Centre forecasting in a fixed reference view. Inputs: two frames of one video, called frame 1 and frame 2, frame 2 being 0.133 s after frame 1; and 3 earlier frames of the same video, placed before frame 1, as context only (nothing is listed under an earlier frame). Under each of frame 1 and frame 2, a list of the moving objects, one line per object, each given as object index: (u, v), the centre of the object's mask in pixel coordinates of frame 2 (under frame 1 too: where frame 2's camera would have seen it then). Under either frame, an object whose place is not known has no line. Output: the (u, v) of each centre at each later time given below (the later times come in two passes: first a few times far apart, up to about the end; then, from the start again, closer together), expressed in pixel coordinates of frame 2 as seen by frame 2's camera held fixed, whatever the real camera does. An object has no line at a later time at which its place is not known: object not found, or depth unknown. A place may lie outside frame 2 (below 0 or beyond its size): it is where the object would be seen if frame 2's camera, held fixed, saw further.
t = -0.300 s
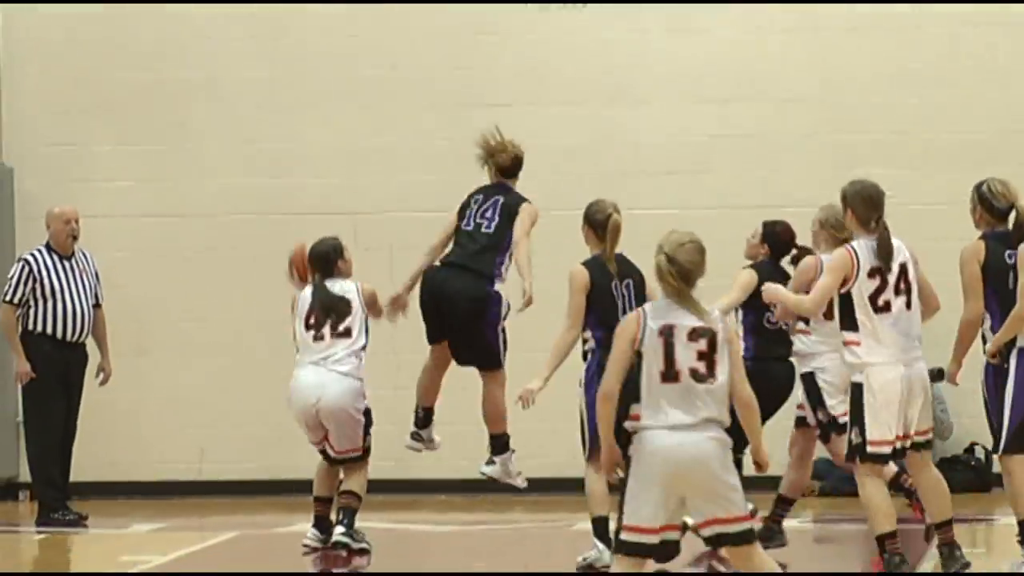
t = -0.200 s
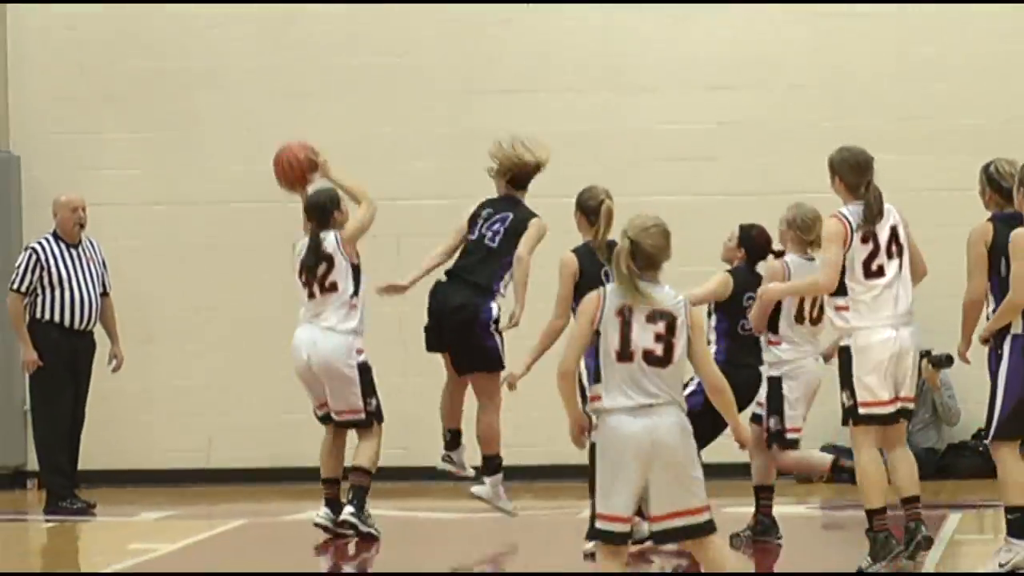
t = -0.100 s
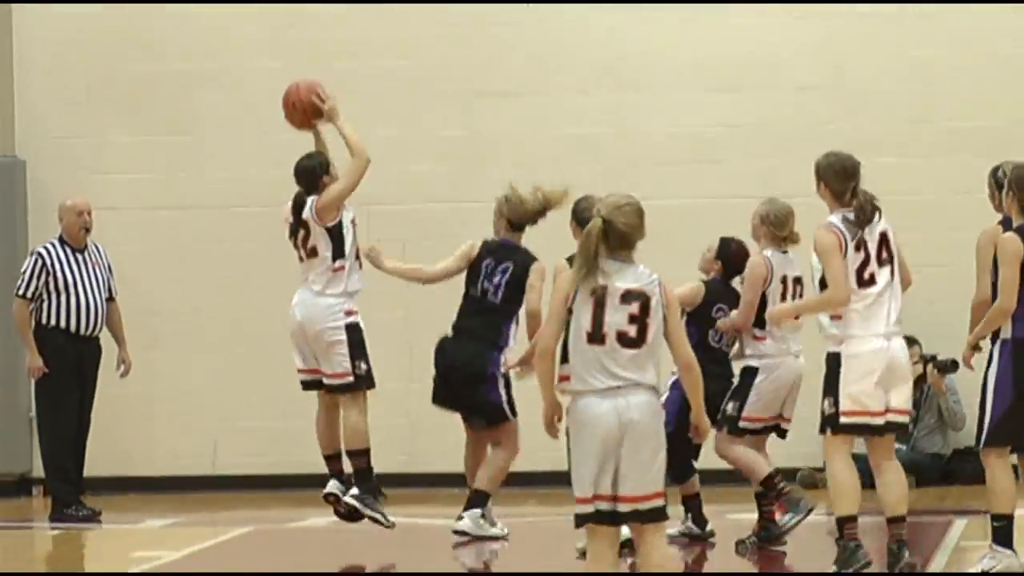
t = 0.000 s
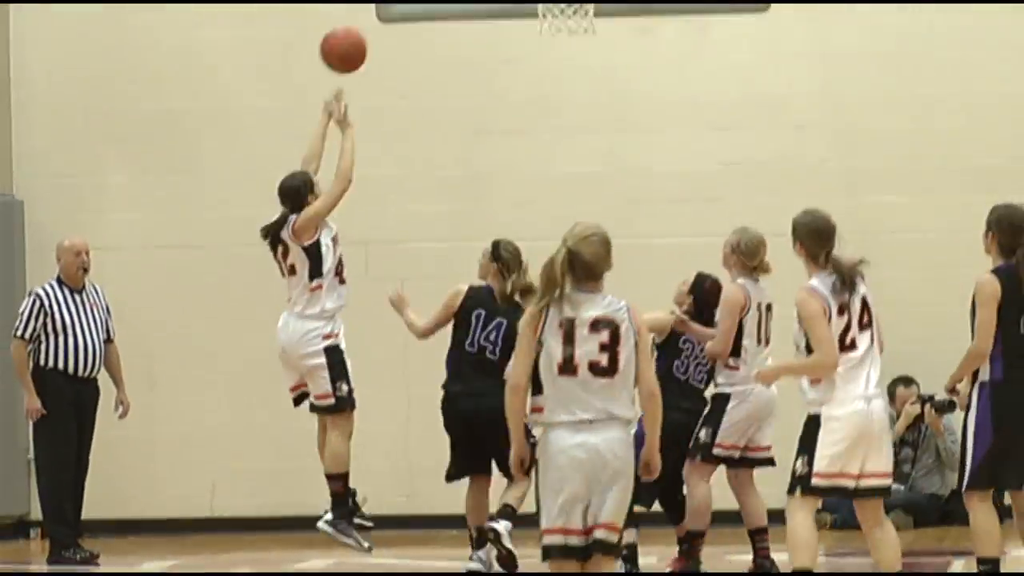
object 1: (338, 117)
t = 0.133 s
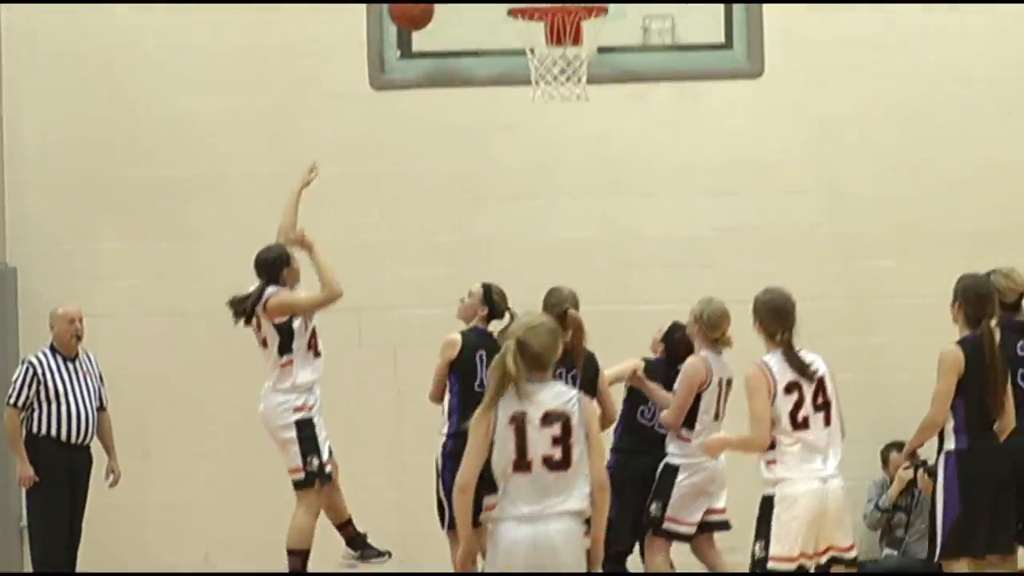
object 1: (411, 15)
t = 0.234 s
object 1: (467, -33)
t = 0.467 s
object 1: (538, -68)
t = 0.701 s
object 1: (567, -29)
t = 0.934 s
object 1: (536, -13)
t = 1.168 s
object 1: (569, -6)
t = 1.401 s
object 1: (524, 55)
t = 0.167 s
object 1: (430, -3)
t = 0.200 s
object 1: (447, -19)
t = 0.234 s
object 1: (467, -33)
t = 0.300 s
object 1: (492, -55)
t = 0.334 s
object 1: (501, -65)
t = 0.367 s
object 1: (511, -73)
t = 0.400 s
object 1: (520, -77)
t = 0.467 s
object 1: (538, -68)
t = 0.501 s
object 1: (548, -60)
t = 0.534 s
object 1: (558, -50)
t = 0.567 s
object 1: (568, -37)
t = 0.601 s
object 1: (578, -22)
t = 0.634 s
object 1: (579, -18)
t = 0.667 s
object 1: (573, -25)
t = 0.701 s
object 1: (567, -29)
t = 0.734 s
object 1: (561, -32)
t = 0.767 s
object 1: (555, -32)
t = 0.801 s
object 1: (549, -29)
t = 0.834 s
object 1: (543, -24)
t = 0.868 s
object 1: (537, -19)
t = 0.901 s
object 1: (532, -13)
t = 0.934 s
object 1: (536, -13)
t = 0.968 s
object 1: (545, -15)
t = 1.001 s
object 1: (554, -15)
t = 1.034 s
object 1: (563, -15)
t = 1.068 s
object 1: (571, -12)
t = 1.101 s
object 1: (580, -9)
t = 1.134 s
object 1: (578, -7)
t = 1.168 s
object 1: (569, -6)
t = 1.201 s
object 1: (561, -4)
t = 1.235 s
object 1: (551, 0)
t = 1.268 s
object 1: (543, 31)
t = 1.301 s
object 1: (537, 39)
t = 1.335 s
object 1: (530, 46)
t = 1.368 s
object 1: (526, 51)
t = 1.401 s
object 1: (524, 55)
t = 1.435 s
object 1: (526, 60)
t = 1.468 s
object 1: (528, 63)
